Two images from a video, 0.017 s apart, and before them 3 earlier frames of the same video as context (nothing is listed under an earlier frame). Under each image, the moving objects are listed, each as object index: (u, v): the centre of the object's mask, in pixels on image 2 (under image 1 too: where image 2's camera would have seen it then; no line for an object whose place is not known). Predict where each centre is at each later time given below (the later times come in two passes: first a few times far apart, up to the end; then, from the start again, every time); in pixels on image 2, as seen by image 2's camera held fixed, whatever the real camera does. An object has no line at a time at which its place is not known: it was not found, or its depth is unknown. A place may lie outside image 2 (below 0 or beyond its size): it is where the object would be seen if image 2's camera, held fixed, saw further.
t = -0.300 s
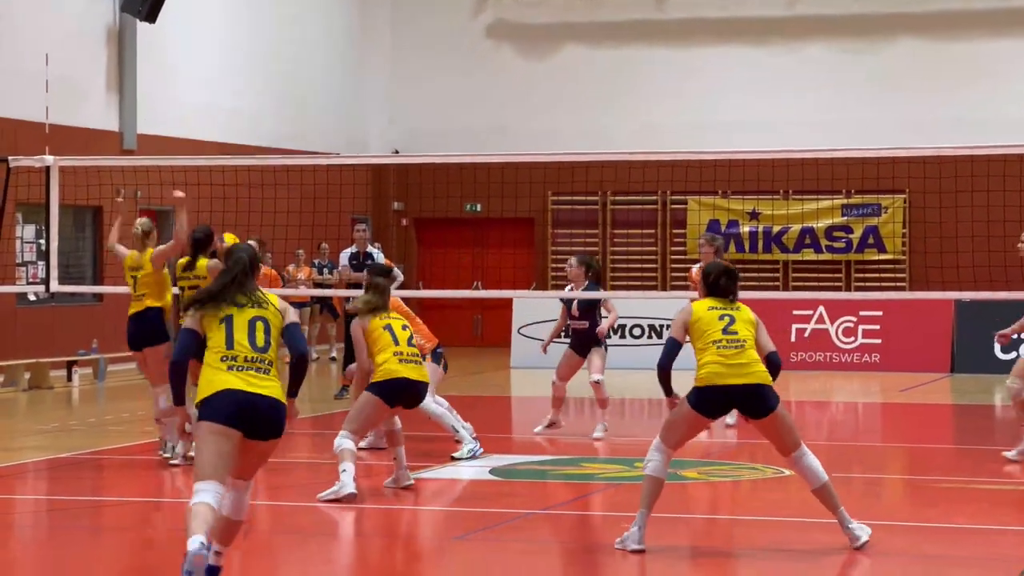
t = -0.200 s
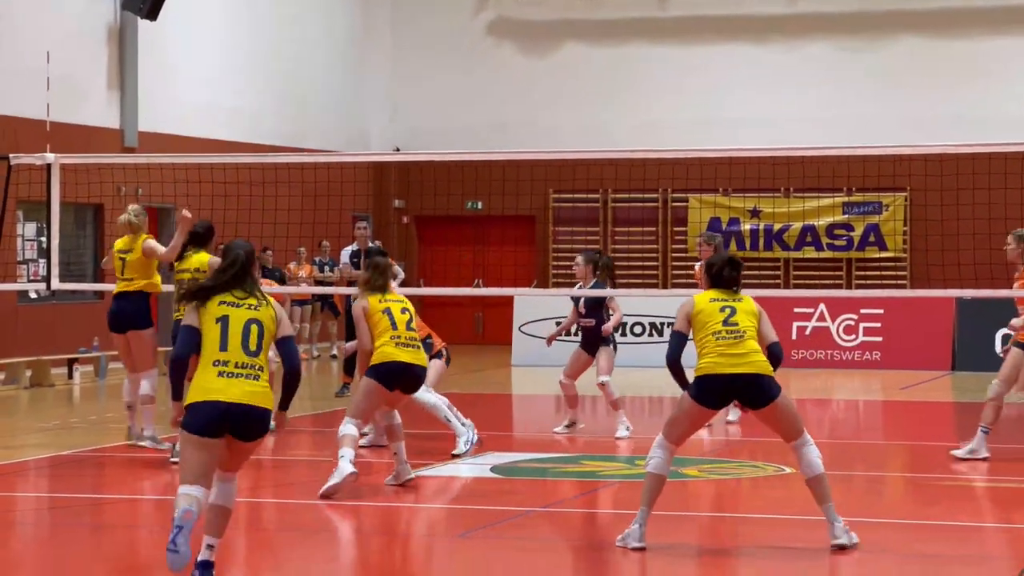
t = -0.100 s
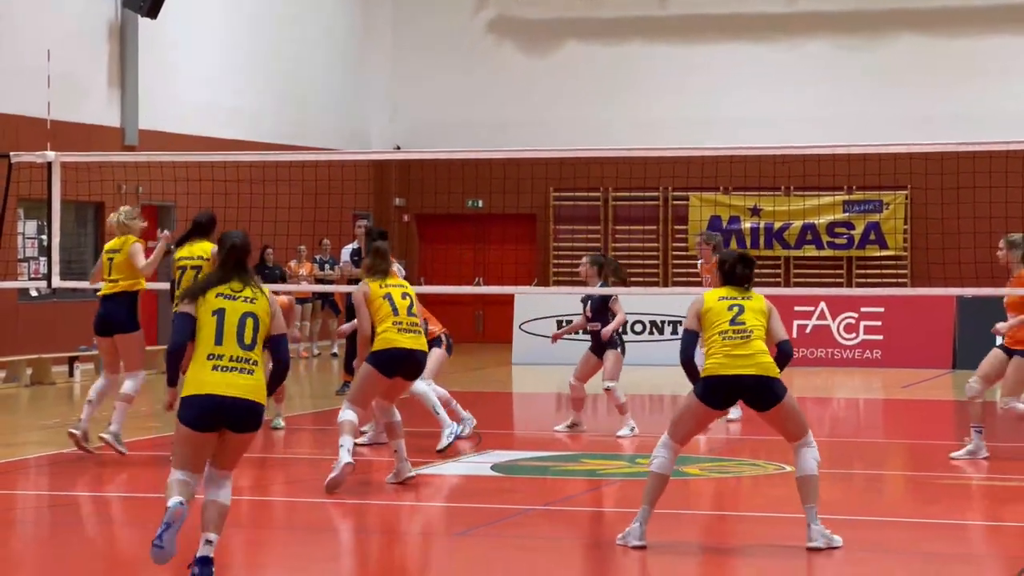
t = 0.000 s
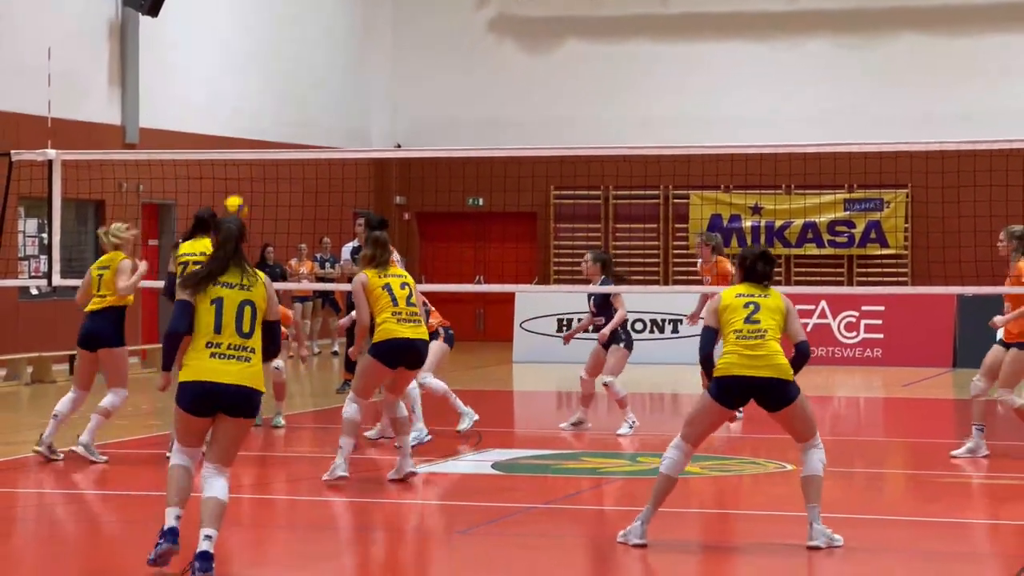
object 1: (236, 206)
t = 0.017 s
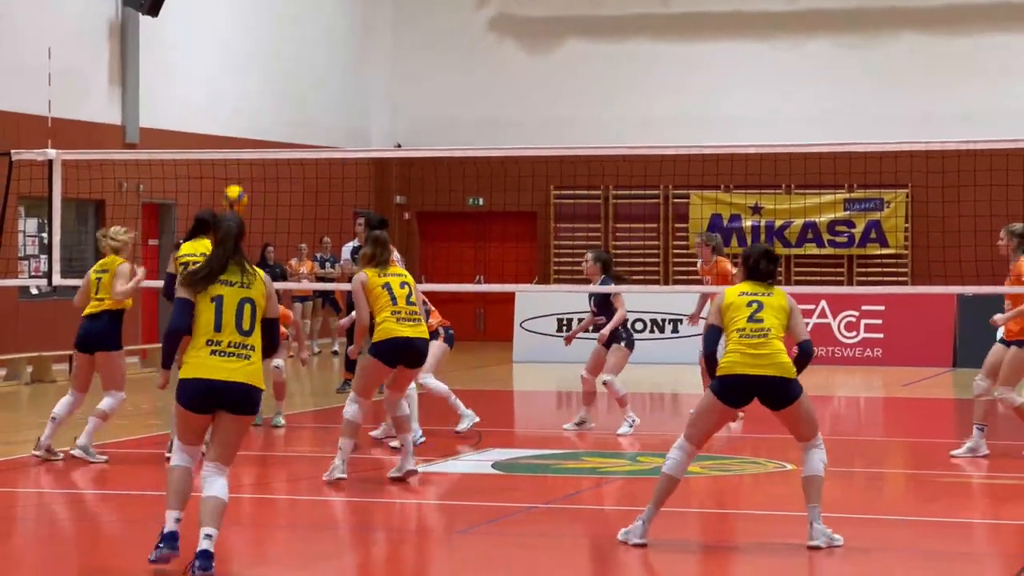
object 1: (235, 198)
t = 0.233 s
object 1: (227, 98)
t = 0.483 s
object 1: (220, 49)
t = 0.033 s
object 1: (234, 188)
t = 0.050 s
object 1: (233, 179)
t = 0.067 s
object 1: (233, 171)
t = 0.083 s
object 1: (232, 164)
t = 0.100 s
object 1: (231, 146)
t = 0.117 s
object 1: (231, 142)
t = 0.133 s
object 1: (231, 136)
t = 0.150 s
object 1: (230, 130)
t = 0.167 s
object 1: (230, 123)
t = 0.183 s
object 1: (229, 116)
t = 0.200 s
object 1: (229, 110)
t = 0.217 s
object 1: (228, 103)
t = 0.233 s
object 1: (227, 98)
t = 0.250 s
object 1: (227, 92)
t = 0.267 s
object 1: (226, 87)
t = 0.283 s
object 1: (226, 82)
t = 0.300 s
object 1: (225, 78)
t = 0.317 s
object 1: (225, 74)
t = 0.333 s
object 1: (224, 70)
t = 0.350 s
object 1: (224, 66)
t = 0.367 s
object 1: (223, 63)
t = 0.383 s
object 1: (223, 60)
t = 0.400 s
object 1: (223, 58)
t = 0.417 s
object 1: (222, 55)
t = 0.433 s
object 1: (222, 54)
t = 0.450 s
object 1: (221, 52)
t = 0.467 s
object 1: (221, 51)
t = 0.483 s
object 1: (220, 49)
